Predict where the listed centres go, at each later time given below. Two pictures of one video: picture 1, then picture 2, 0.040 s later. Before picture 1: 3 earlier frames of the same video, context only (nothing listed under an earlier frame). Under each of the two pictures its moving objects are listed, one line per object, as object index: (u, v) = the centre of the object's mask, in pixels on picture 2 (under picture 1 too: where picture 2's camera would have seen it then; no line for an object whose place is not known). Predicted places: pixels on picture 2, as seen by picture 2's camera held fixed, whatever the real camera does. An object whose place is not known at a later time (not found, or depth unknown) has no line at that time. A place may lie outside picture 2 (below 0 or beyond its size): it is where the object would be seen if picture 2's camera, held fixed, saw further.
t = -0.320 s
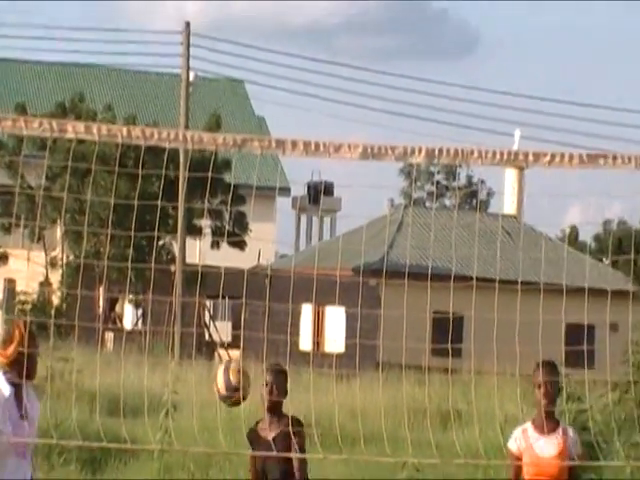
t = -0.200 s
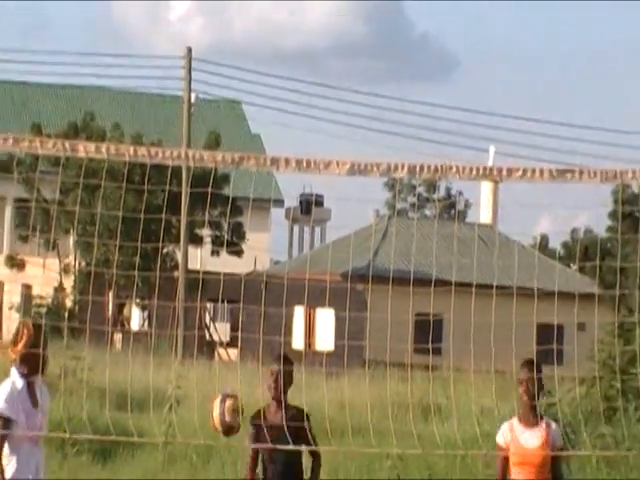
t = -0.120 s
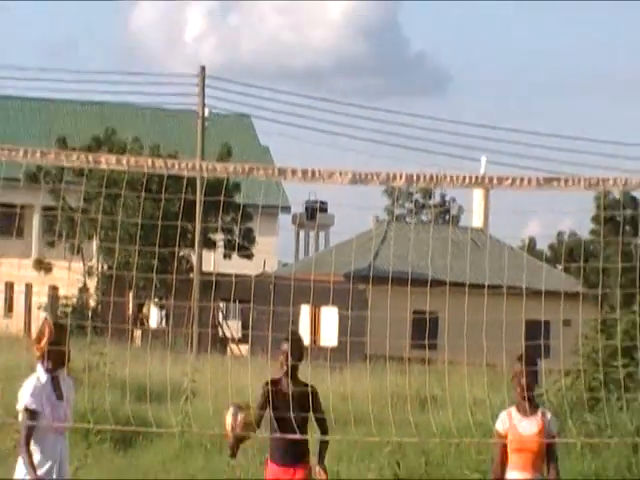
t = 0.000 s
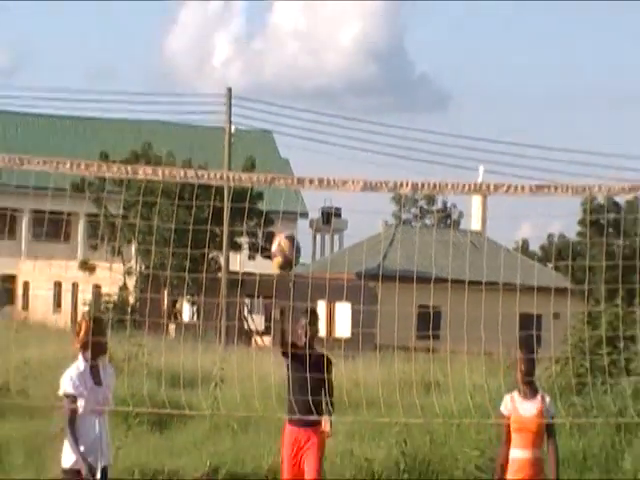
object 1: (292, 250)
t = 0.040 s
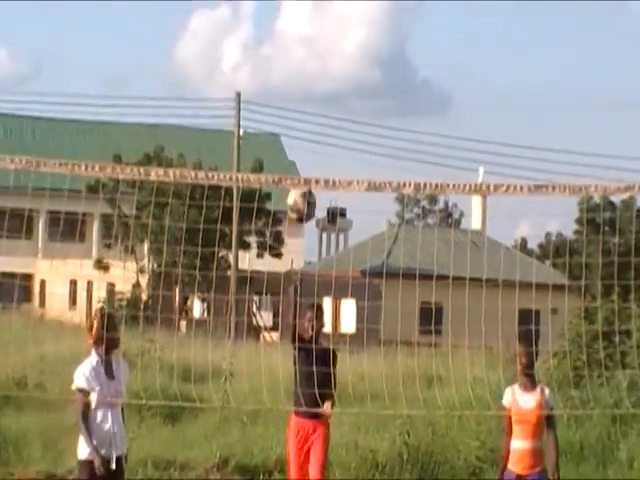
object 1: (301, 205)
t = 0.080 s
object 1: (310, 157)
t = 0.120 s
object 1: (319, 114)
